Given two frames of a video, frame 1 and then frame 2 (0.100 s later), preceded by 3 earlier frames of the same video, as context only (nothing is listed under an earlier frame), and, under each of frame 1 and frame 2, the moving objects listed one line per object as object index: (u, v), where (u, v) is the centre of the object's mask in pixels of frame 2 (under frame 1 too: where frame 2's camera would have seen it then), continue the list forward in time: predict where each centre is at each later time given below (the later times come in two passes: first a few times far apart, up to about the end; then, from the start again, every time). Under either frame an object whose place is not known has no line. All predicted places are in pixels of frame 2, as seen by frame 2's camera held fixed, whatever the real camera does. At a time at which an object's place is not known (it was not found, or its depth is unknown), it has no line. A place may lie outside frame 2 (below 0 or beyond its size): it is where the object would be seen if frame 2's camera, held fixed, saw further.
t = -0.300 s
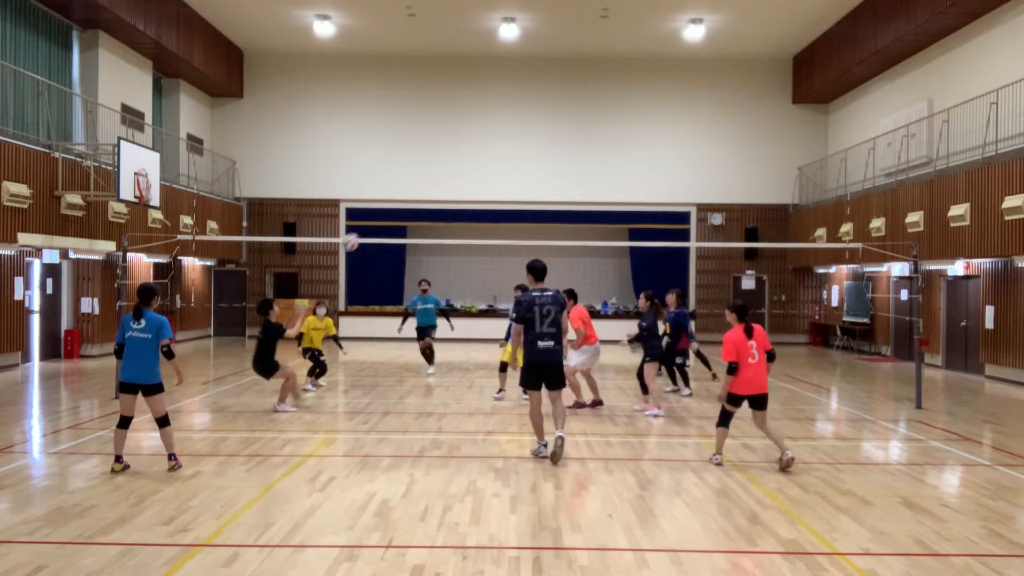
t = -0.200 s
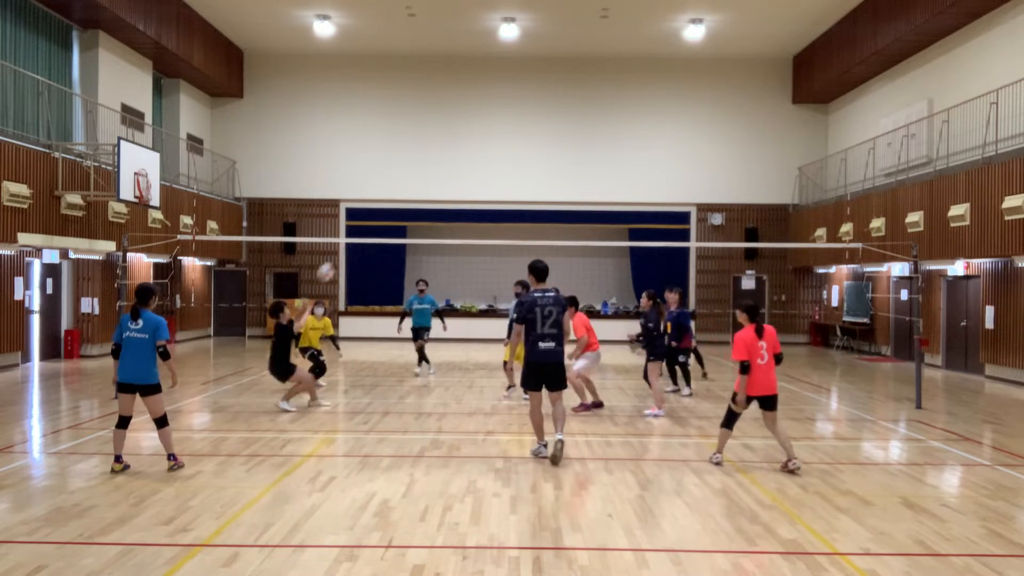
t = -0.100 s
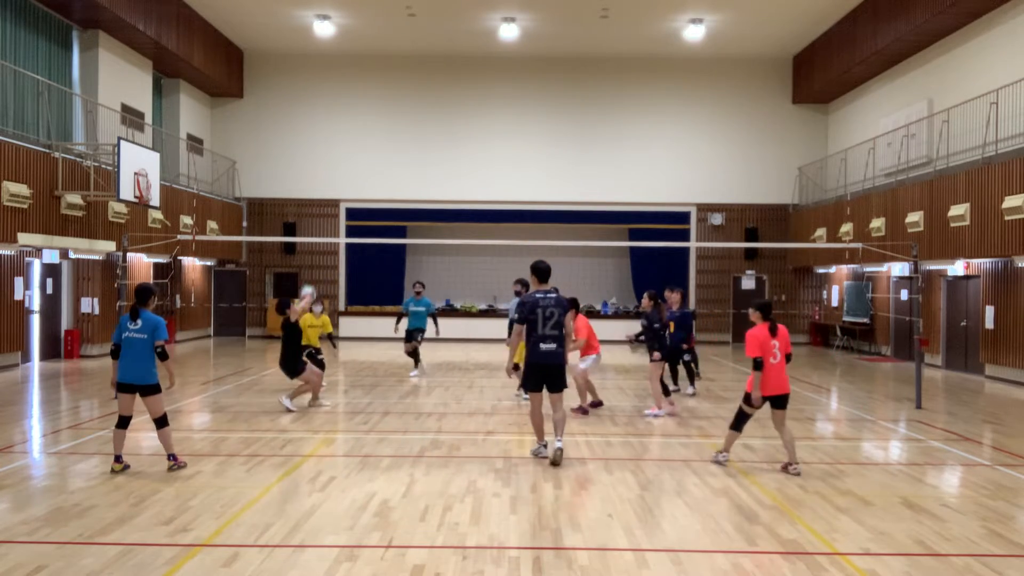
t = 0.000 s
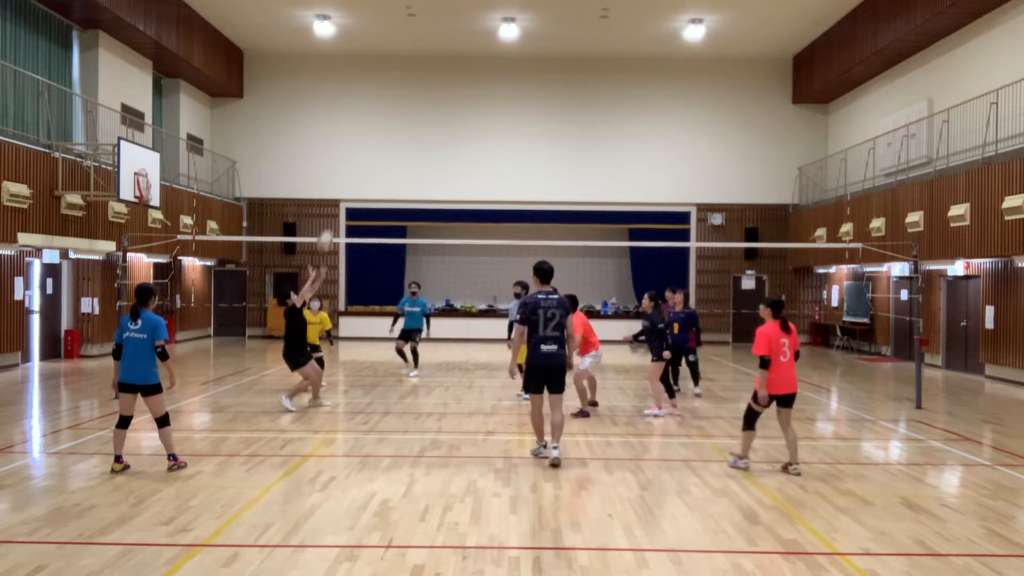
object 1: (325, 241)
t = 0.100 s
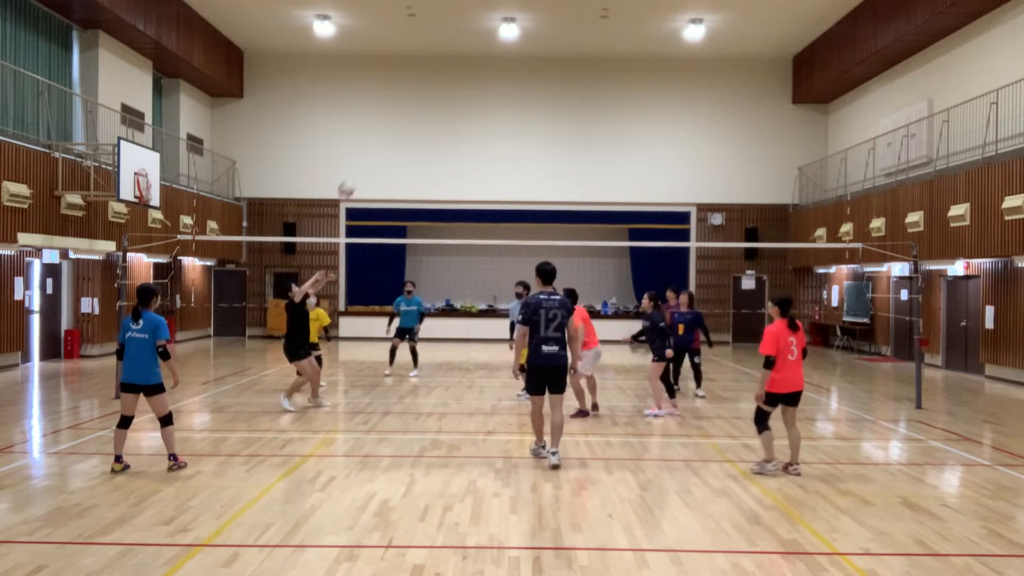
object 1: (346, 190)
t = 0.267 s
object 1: (377, 121)
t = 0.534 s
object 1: (426, 59)
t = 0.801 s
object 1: (473, 54)
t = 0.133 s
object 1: (352, 174)
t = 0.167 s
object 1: (359, 160)
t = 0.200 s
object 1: (365, 146)
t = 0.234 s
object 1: (371, 134)
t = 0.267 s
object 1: (377, 121)
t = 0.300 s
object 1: (383, 110)
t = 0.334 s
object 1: (389, 100)
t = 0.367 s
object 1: (396, 91)
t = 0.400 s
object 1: (402, 82)
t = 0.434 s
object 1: (408, 75)
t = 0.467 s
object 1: (414, 69)
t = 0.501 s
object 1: (420, 63)
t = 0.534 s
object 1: (426, 59)
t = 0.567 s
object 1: (432, 55)
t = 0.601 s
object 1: (438, 53)
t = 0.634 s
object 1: (444, 51)
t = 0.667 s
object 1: (450, 50)
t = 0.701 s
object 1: (456, 49)
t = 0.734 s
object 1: (461, 50)
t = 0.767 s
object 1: (467, 52)
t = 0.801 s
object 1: (473, 54)
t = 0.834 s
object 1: (479, 57)
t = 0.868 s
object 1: (484, 61)
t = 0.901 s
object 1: (490, 66)
